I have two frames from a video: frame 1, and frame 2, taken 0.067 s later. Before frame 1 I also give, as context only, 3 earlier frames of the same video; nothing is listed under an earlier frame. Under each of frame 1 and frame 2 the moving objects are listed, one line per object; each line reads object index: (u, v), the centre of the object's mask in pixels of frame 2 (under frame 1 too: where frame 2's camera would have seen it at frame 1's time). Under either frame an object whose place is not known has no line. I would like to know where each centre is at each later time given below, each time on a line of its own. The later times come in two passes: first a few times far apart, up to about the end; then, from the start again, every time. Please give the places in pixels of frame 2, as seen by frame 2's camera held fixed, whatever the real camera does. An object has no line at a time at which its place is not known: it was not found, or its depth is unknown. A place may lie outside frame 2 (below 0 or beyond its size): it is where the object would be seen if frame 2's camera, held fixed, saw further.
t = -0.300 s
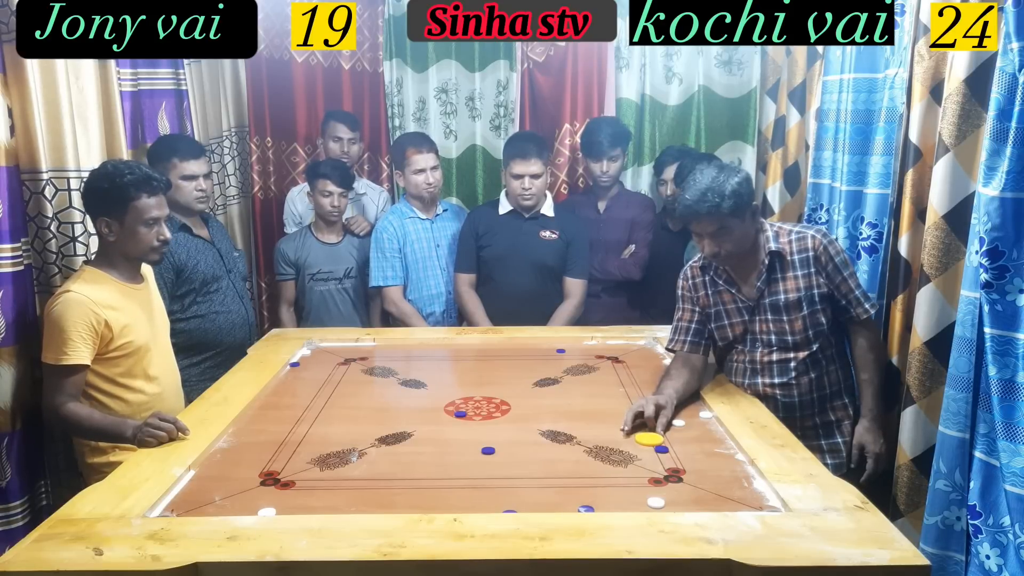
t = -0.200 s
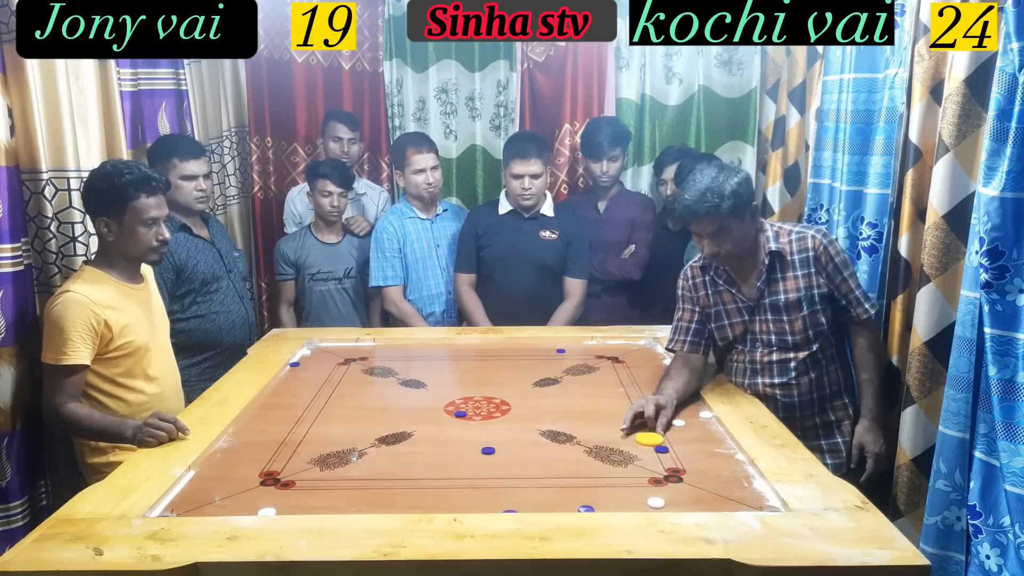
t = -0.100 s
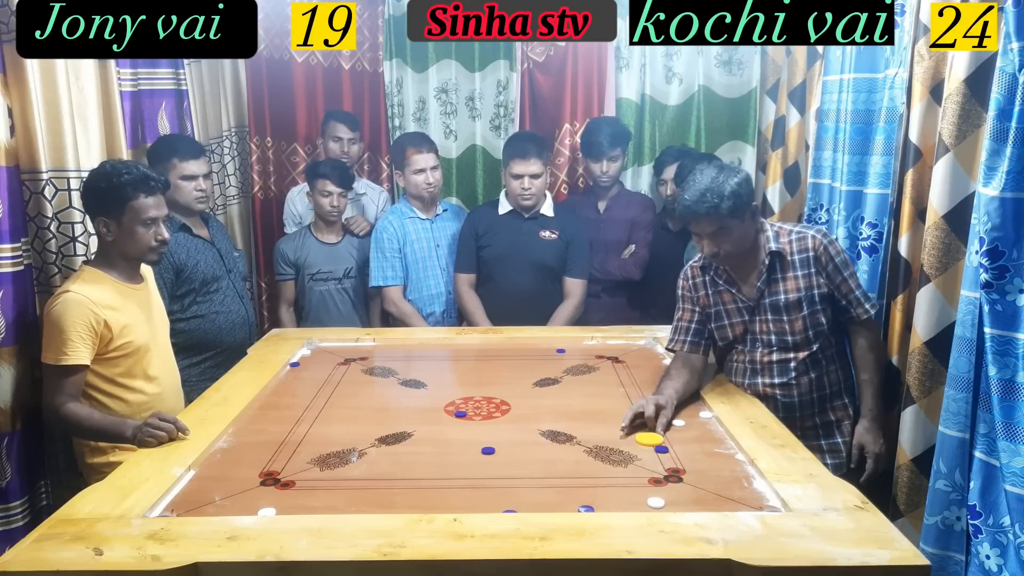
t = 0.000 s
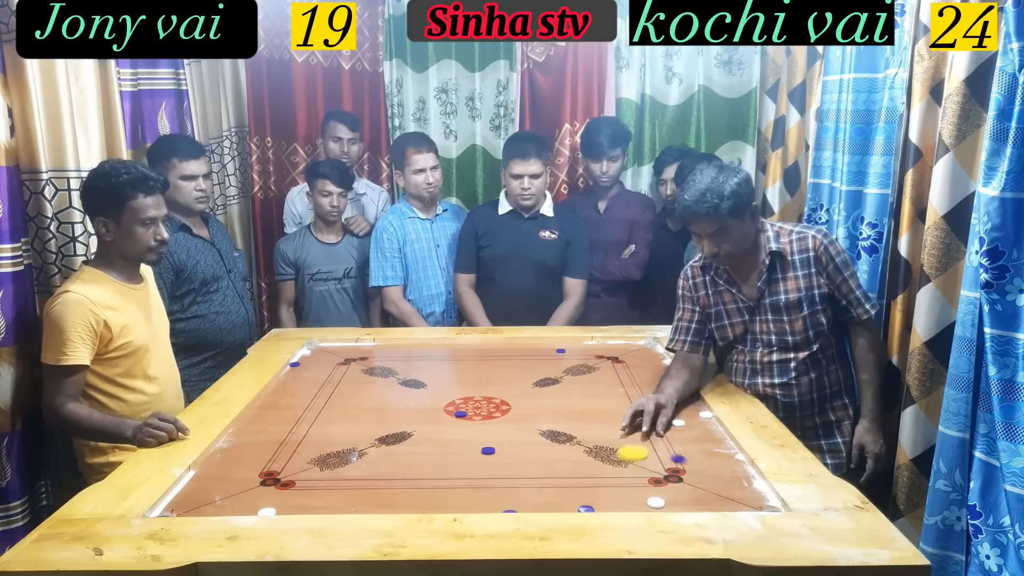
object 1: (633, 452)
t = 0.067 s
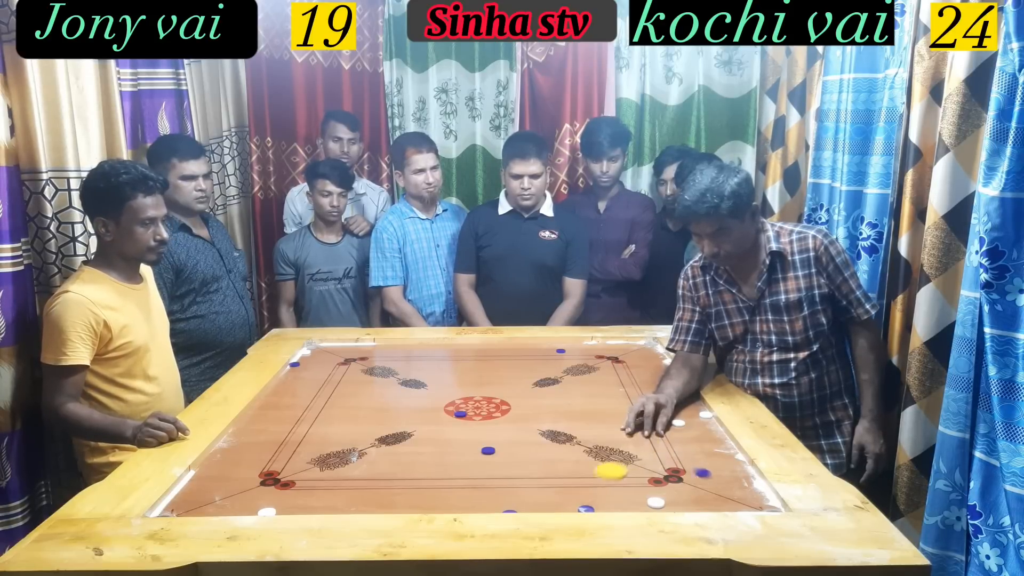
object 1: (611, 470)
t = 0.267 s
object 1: (529, 503)
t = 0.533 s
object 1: (437, 469)
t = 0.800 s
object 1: (379, 446)
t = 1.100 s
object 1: (342, 429)
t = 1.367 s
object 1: (327, 421)
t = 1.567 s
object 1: (323, 419)
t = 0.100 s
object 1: (600, 480)
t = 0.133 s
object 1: (588, 490)
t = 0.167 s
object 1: (574, 499)
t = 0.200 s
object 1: (560, 505)
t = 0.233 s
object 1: (543, 506)
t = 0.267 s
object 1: (529, 503)
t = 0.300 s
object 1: (516, 498)
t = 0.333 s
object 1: (502, 494)
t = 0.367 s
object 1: (490, 489)
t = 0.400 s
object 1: (478, 484)
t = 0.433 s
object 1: (467, 480)
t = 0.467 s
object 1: (456, 476)
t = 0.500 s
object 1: (446, 472)
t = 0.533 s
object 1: (437, 469)
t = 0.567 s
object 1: (428, 466)
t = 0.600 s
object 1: (419, 462)
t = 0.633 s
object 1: (412, 459)
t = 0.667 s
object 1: (404, 456)
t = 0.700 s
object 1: (398, 454)
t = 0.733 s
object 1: (391, 451)
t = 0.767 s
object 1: (385, 448)
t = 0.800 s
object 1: (379, 446)
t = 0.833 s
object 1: (373, 443)
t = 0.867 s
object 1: (369, 441)
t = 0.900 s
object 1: (364, 439)
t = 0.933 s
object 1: (360, 437)
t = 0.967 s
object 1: (355, 436)
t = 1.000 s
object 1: (352, 434)
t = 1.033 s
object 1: (348, 432)
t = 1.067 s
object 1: (345, 431)
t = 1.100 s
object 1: (342, 429)
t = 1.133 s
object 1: (339, 428)
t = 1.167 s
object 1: (337, 427)
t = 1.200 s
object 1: (334, 426)
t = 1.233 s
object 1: (332, 425)
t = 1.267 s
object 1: (331, 424)
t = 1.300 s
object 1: (329, 423)
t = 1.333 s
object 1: (328, 422)
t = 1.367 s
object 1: (327, 421)
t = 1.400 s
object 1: (326, 421)
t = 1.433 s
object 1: (325, 420)
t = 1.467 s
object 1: (324, 420)
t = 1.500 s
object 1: (324, 419)
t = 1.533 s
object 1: (323, 419)
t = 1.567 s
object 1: (323, 419)
